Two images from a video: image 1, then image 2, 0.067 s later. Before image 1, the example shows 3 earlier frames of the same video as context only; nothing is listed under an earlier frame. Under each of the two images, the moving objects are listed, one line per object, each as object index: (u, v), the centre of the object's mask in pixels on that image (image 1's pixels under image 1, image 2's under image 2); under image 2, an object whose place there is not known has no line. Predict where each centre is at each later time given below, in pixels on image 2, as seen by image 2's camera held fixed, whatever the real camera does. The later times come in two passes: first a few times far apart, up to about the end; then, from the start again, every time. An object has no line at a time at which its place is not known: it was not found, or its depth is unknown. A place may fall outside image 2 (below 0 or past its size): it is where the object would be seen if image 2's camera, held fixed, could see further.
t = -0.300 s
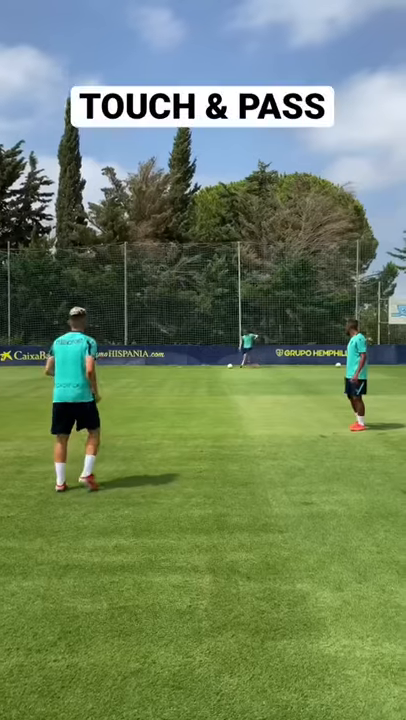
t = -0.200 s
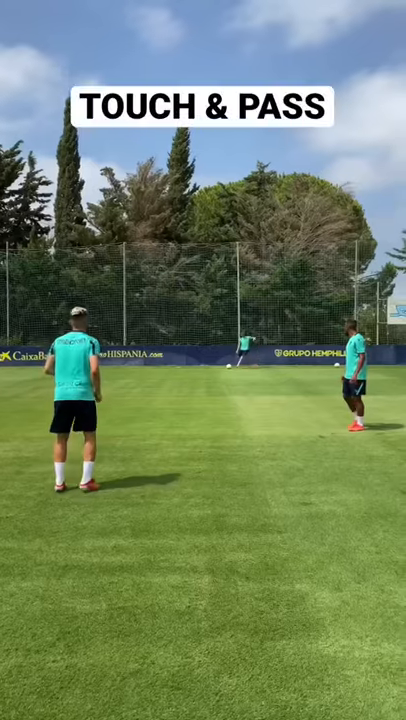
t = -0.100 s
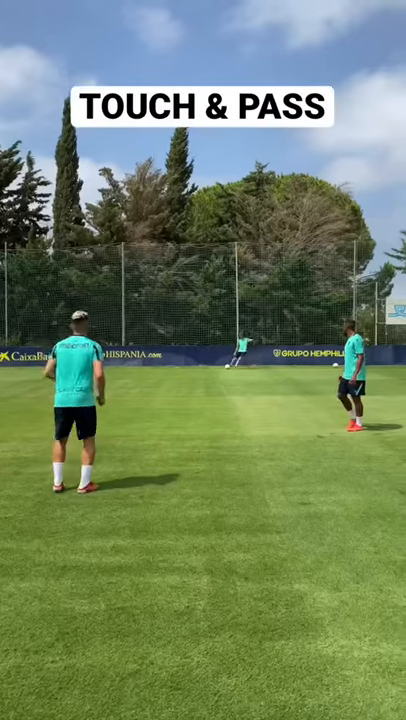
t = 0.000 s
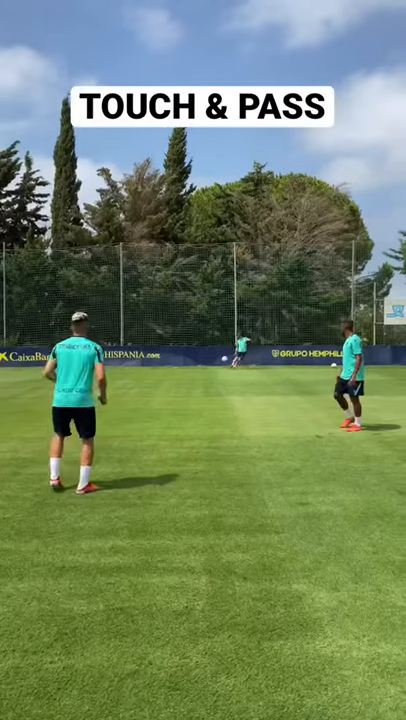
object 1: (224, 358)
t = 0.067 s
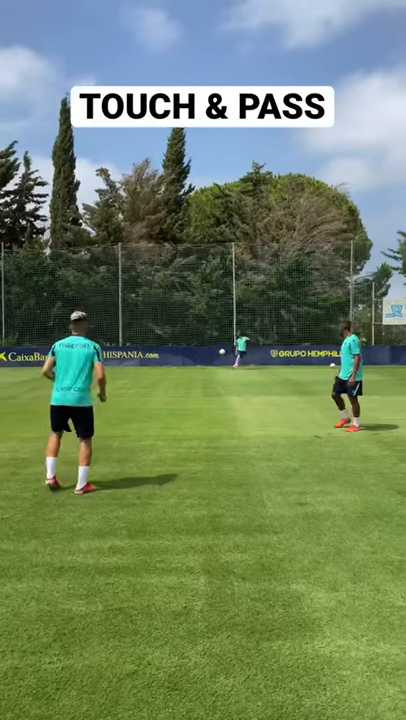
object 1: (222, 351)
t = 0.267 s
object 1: (219, 331)
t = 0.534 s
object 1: (218, 311)
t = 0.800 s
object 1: (219, 304)
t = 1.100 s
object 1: (225, 328)
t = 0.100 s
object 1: (221, 348)
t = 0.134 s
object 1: (221, 344)
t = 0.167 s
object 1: (220, 340)
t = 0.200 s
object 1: (220, 337)
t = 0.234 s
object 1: (220, 334)
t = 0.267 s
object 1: (219, 331)
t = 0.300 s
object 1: (219, 328)
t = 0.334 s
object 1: (219, 325)
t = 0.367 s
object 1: (219, 322)
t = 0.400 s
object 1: (218, 320)
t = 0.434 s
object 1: (218, 317)
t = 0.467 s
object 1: (218, 315)
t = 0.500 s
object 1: (218, 313)
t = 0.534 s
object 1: (218, 311)
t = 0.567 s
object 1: (218, 309)
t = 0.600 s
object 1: (218, 307)
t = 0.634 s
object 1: (218, 306)
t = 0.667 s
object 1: (218, 305)
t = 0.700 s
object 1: (218, 305)
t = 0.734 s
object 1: (218, 304)
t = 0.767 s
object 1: (219, 304)
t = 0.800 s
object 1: (219, 304)
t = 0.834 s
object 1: (219, 304)
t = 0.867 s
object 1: (220, 305)
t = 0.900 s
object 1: (221, 307)
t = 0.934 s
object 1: (221, 309)
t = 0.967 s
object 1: (222, 311)
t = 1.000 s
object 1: (222, 315)
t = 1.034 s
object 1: (223, 319)
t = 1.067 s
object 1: (224, 323)
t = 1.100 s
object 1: (225, 328)
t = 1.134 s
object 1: (226, 335)
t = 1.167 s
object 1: (227, 343)
